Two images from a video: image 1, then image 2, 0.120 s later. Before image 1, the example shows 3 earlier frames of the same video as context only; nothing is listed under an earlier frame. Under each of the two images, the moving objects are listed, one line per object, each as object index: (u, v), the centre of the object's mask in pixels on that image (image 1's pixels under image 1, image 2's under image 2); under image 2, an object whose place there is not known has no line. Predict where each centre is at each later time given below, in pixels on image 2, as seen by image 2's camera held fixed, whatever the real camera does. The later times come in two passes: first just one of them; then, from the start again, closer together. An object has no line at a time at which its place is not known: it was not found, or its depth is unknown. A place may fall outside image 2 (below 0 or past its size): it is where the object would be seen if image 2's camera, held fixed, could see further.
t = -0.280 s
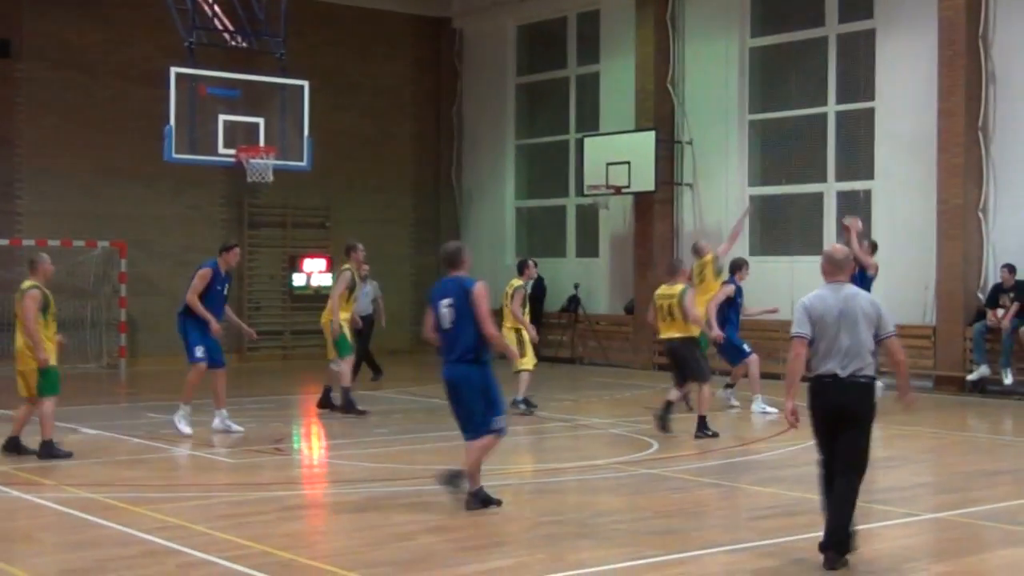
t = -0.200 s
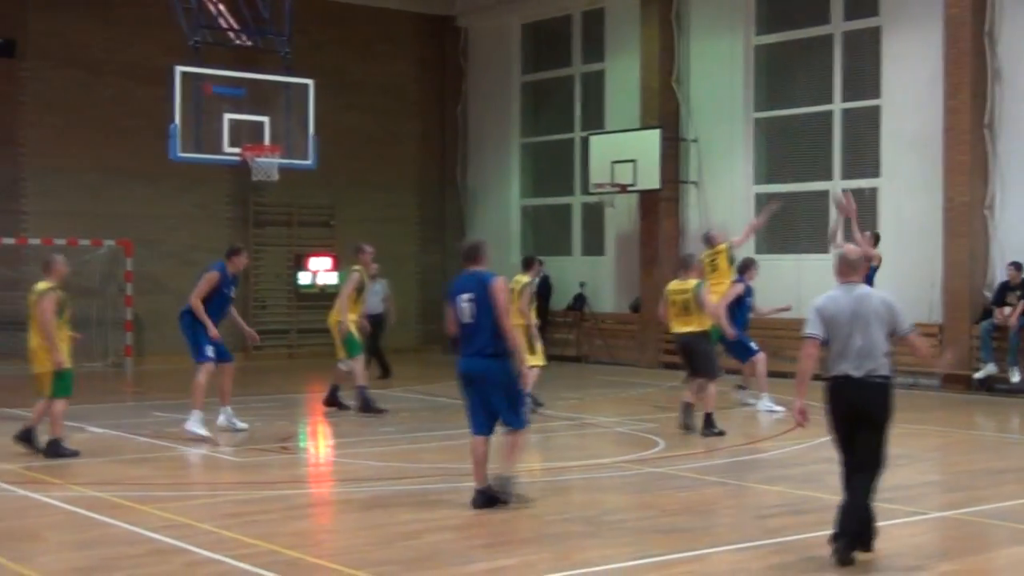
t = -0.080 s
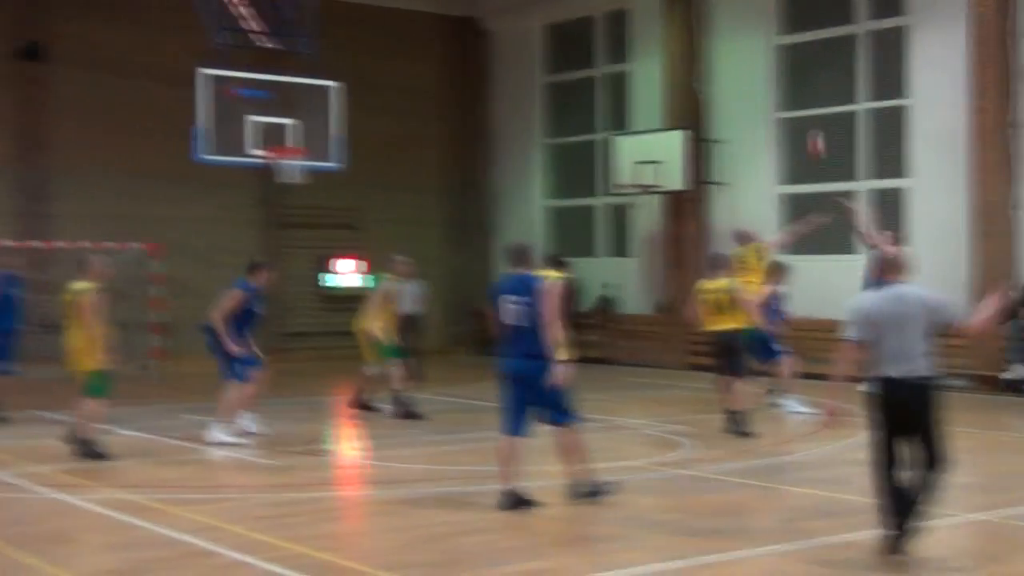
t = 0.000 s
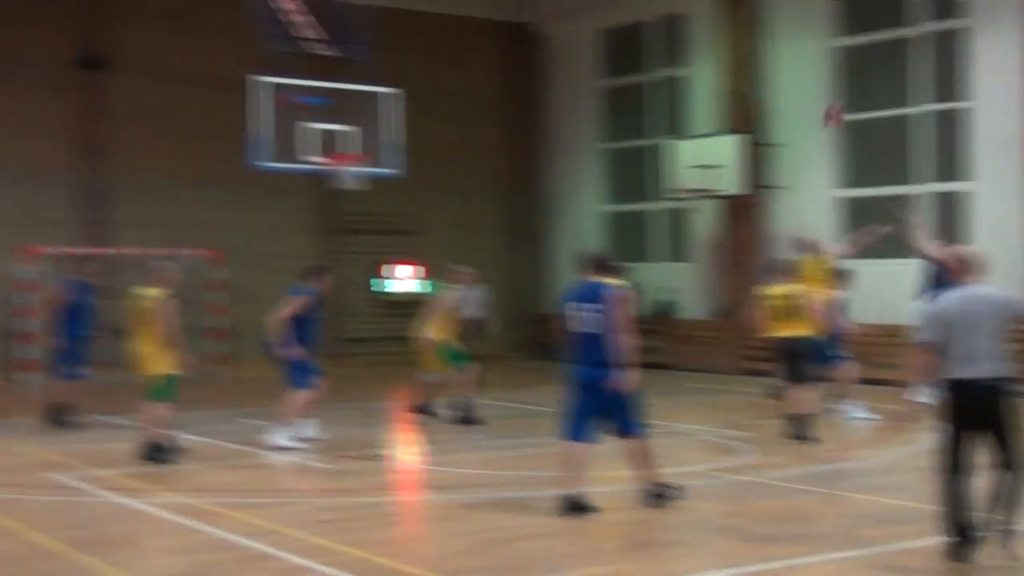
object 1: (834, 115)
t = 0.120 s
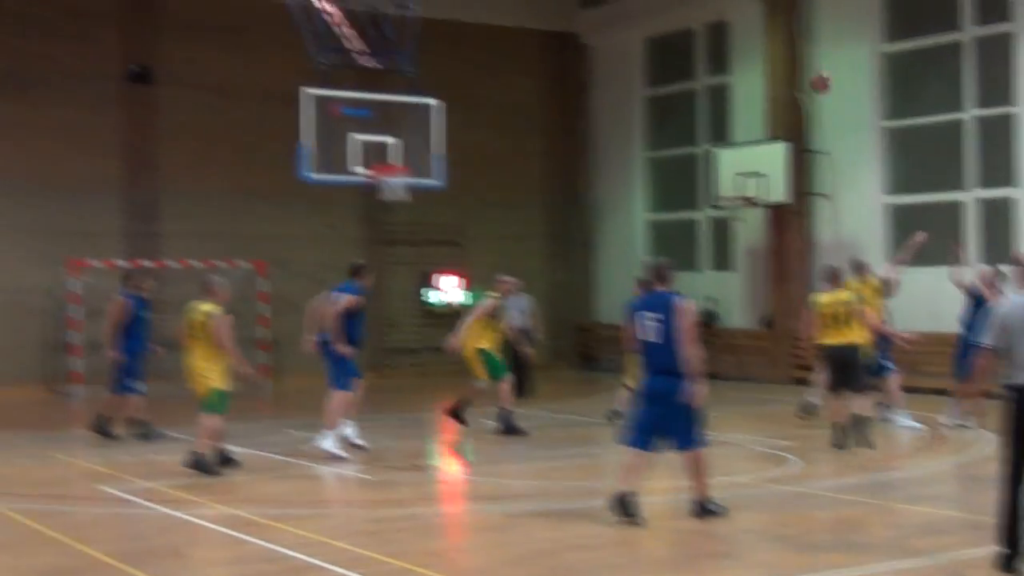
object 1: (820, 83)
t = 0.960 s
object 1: (426, 135)
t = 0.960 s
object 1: (426, 135)
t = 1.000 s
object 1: (412, 150)
